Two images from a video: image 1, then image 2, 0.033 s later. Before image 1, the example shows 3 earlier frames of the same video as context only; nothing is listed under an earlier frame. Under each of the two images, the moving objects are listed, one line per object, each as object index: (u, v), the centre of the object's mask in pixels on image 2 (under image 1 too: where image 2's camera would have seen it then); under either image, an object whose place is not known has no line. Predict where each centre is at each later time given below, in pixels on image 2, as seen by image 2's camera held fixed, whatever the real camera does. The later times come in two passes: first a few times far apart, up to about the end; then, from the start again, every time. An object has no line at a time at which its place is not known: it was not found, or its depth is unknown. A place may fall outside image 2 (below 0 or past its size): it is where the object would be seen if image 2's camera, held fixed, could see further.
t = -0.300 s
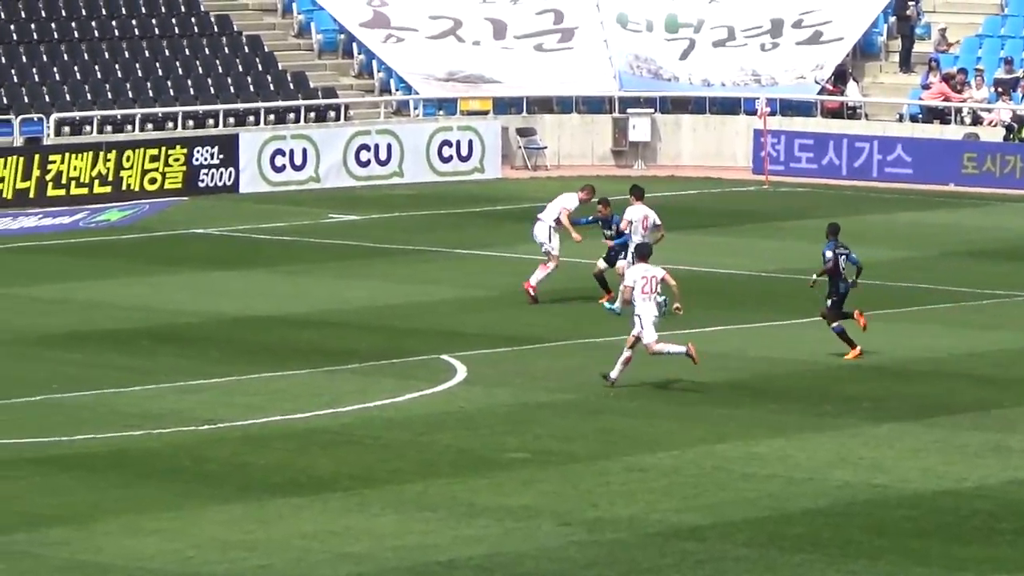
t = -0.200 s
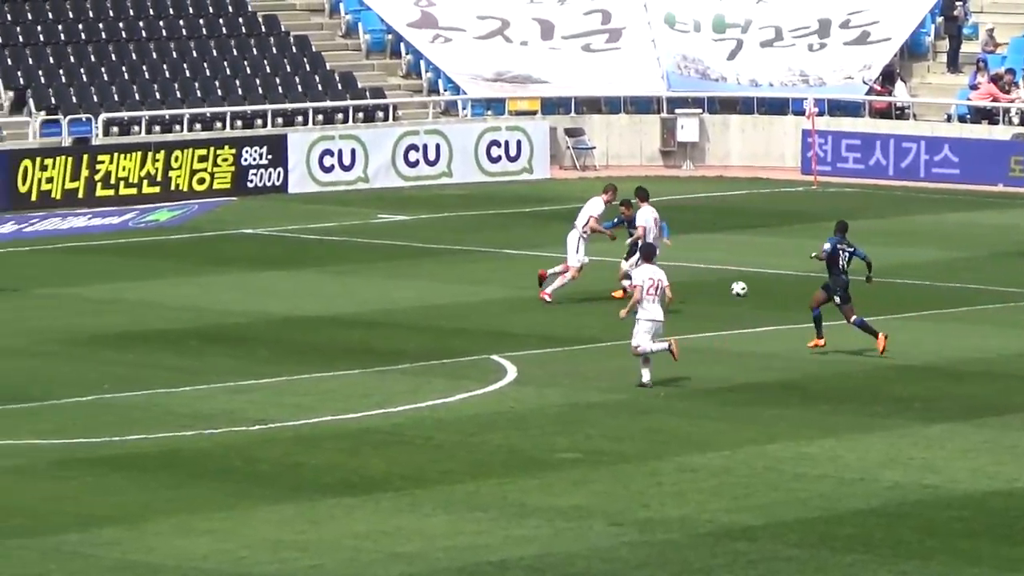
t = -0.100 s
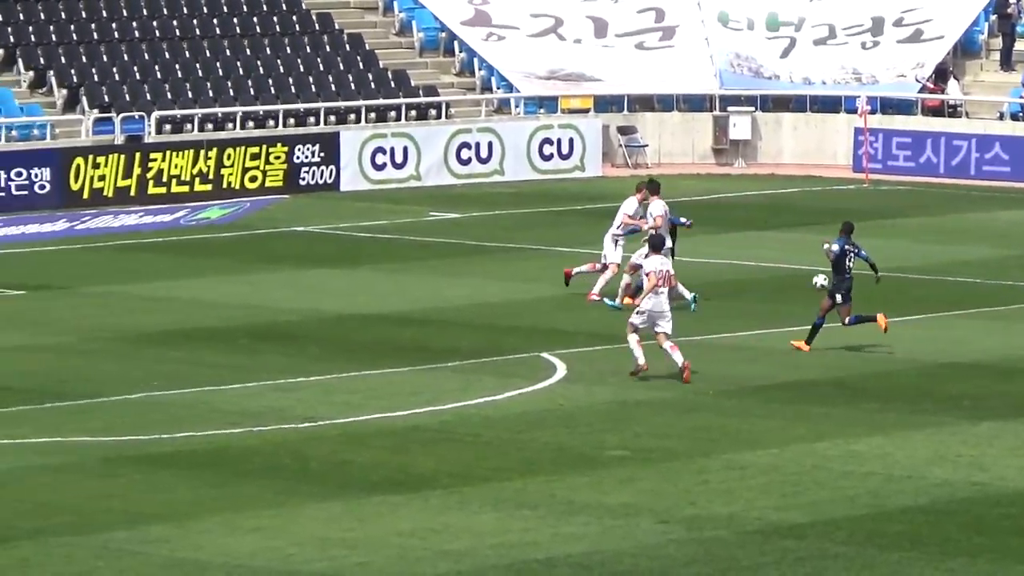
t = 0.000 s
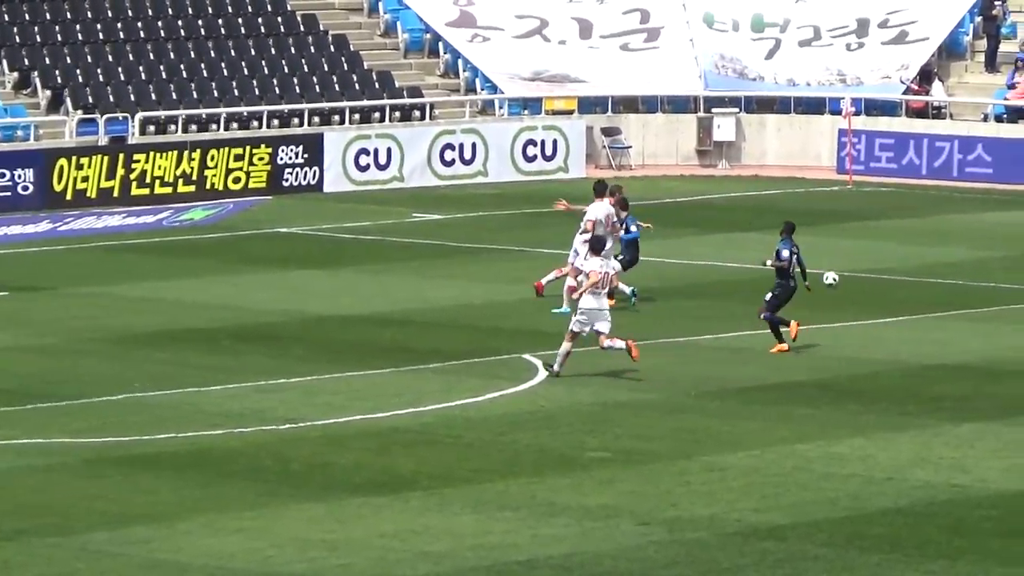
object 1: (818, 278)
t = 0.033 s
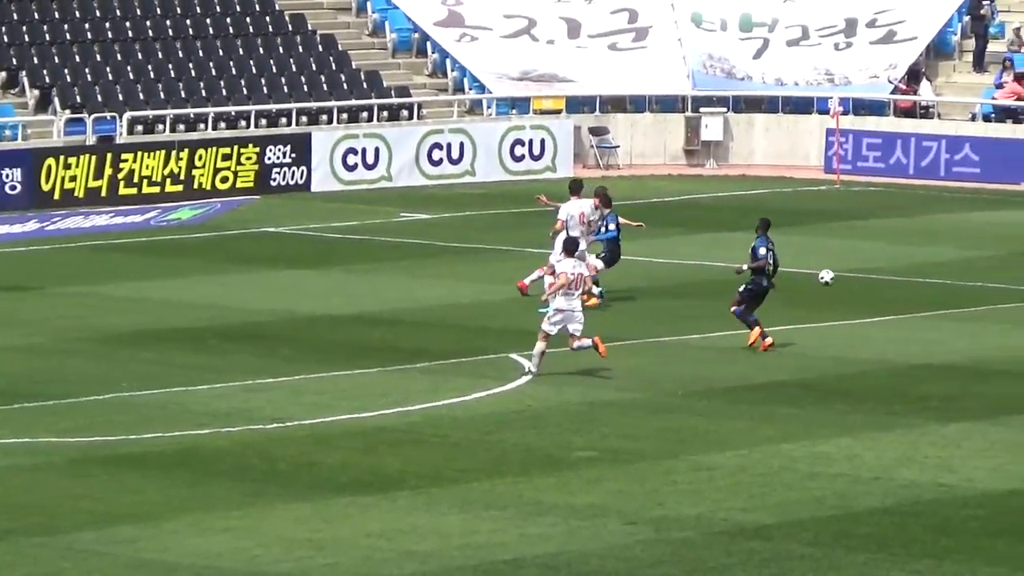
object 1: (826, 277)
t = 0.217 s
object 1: (869, 273)
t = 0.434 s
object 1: (902, 269)
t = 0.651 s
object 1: (925, 265)
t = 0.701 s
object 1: (930, 264)
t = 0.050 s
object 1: (831, 277)
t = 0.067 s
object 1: (834, 277)
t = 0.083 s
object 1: (839, 277)
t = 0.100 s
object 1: (843, 276)
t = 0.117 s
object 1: (847, 275)
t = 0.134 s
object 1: (850, 275)
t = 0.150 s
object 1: (853, 274)
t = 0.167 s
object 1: (857, 274)
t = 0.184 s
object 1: (861, 274)
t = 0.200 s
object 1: (865, 273)
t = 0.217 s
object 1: (869, 273)
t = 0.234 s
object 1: (872, 273)
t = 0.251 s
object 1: (875, 273)
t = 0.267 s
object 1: (878, 272)
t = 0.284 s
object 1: (880, 272)
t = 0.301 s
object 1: (883, 271)
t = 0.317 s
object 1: (885, 271)
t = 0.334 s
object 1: (888, 270)
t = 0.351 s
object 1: (891, 270)
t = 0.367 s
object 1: (894, 270)
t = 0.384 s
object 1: (897, 270)
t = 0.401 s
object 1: (899, 270)
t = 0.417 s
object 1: (901, 270)
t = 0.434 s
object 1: (902, 269)
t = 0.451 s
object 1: (904, 269)
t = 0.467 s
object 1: (907, 268)
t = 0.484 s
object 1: (909, 268)
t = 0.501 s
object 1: (910, 268)
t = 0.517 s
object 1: (912, 268)
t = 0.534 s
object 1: (914, 268)
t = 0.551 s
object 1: (915, 267)
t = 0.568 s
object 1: (917, 267)
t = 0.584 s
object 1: (918, 266)
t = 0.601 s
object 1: (920, 266)
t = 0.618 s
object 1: (922, 265)
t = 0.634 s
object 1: (924, 265)
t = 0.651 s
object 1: (925, 265)
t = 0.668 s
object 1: (927, 264)
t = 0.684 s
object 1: (928, 264)
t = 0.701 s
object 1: (930, 264)
